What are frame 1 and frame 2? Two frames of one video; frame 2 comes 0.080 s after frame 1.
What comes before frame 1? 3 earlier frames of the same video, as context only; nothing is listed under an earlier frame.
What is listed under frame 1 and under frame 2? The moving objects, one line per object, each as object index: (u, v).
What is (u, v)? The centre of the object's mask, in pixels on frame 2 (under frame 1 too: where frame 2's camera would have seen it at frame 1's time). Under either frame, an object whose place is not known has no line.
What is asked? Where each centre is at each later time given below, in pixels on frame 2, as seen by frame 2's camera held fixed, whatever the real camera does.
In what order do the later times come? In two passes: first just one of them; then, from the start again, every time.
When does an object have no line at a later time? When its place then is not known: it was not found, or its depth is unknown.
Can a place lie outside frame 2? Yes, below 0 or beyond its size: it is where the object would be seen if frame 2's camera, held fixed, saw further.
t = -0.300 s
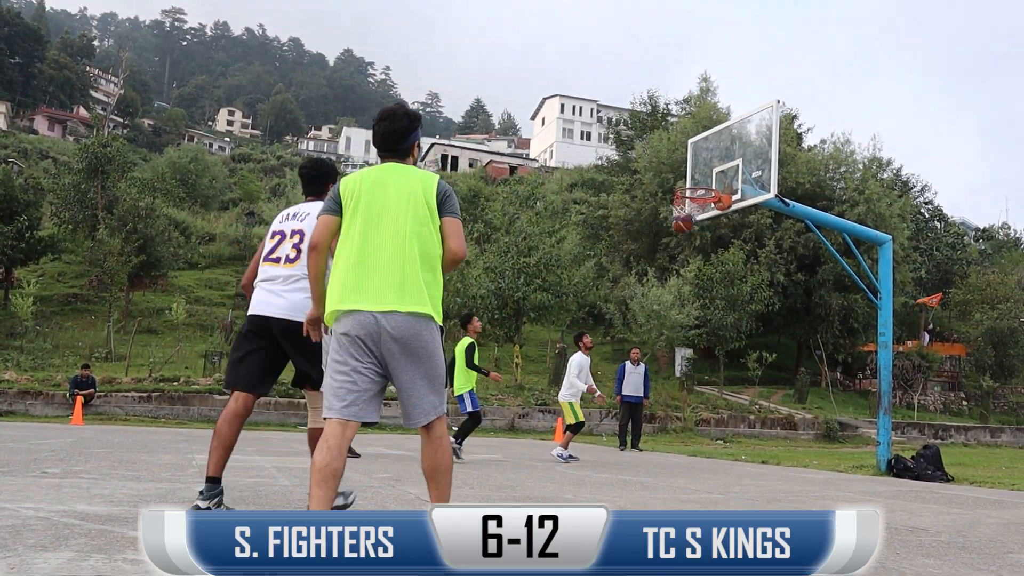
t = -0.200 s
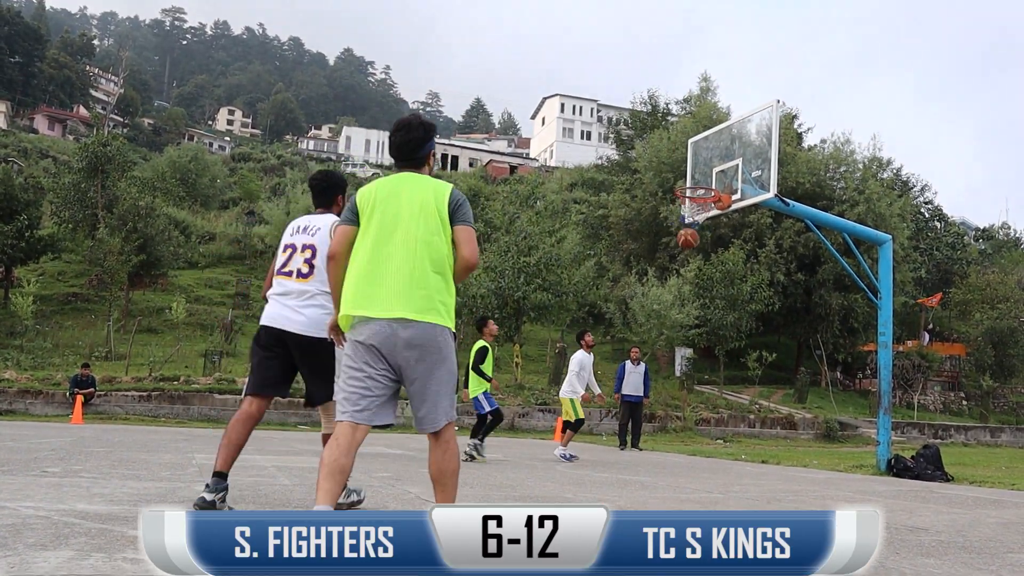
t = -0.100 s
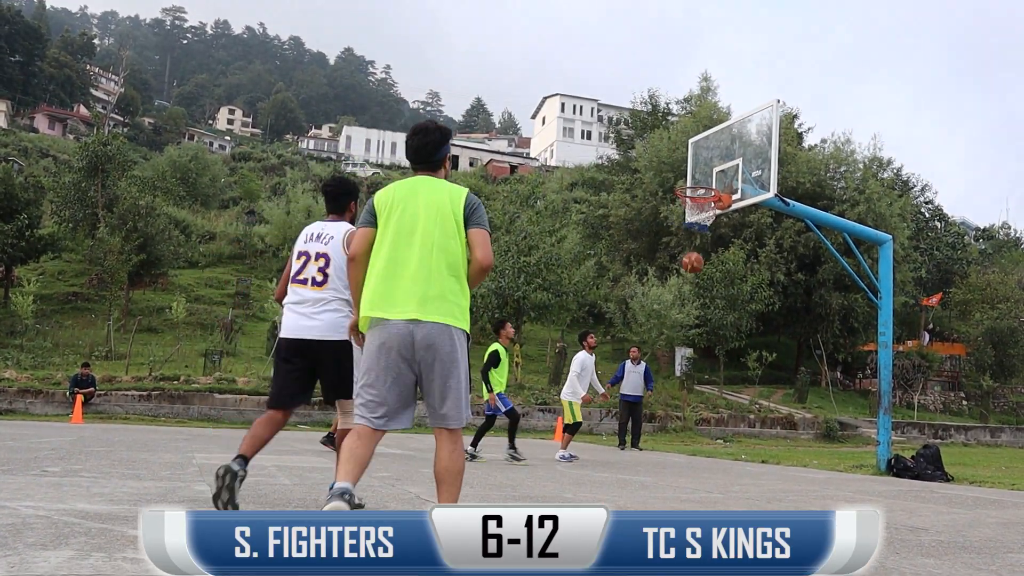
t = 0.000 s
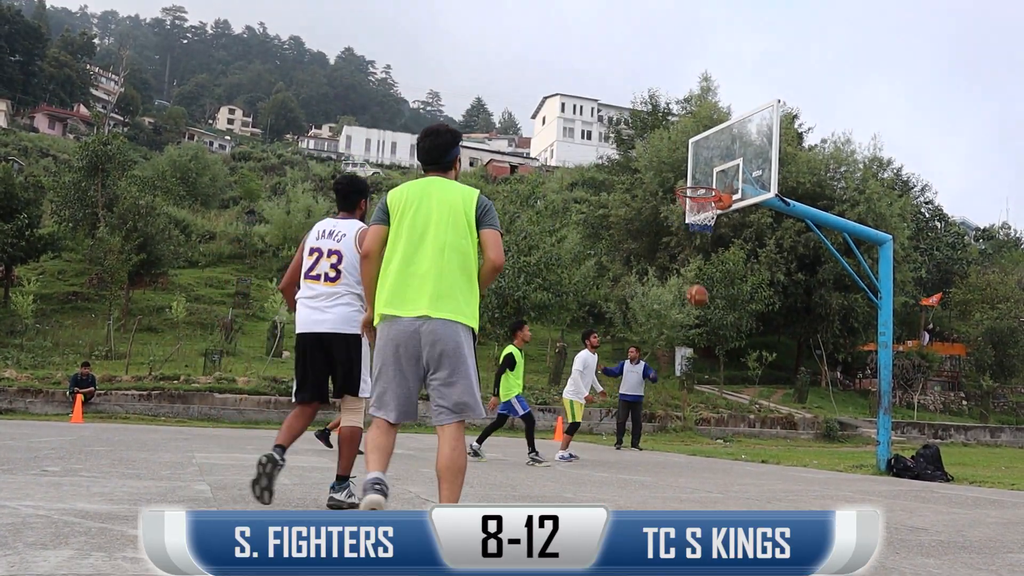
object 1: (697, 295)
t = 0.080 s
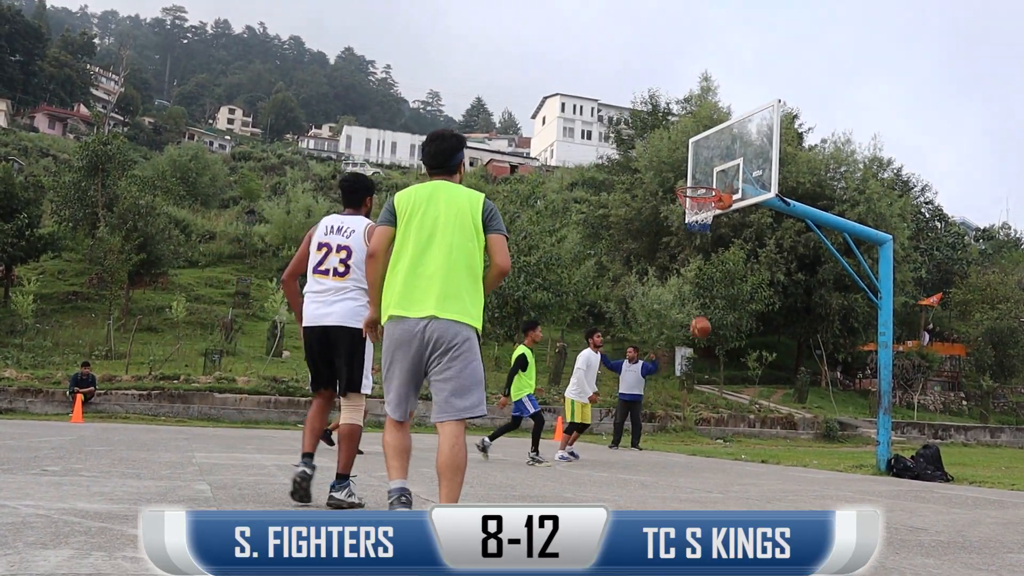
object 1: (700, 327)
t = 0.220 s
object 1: (705, 396)
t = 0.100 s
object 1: (701, 336)
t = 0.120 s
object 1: (702, 346)
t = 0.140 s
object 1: (703, 355)
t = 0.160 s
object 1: (703, 365)
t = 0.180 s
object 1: (704, 375)
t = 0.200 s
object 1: (704, 385)
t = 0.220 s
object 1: (705, 396)
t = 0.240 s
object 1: (706, 407)
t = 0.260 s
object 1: (706, 418)
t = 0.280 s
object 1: (707, 430)
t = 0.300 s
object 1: (707, 442)
